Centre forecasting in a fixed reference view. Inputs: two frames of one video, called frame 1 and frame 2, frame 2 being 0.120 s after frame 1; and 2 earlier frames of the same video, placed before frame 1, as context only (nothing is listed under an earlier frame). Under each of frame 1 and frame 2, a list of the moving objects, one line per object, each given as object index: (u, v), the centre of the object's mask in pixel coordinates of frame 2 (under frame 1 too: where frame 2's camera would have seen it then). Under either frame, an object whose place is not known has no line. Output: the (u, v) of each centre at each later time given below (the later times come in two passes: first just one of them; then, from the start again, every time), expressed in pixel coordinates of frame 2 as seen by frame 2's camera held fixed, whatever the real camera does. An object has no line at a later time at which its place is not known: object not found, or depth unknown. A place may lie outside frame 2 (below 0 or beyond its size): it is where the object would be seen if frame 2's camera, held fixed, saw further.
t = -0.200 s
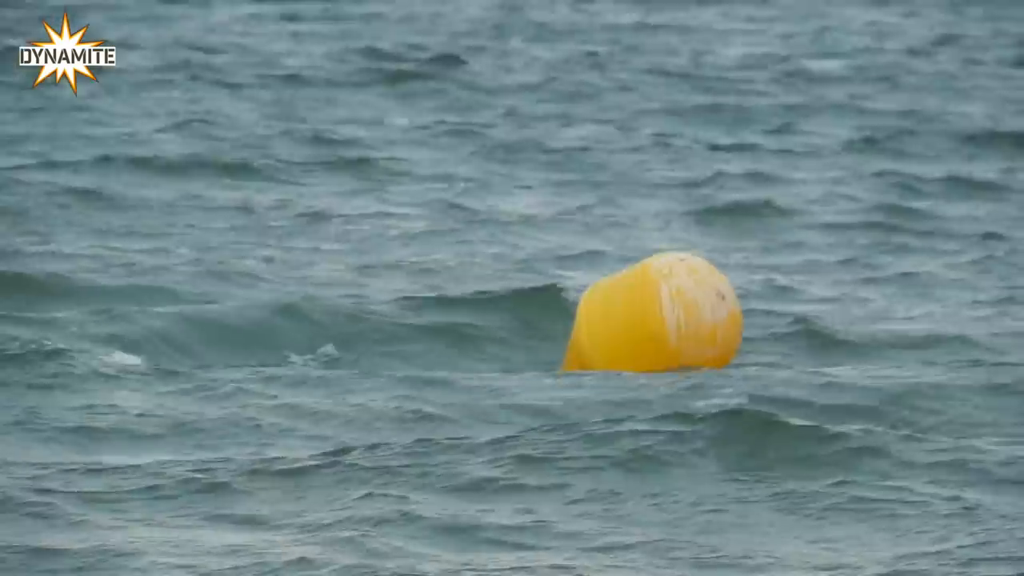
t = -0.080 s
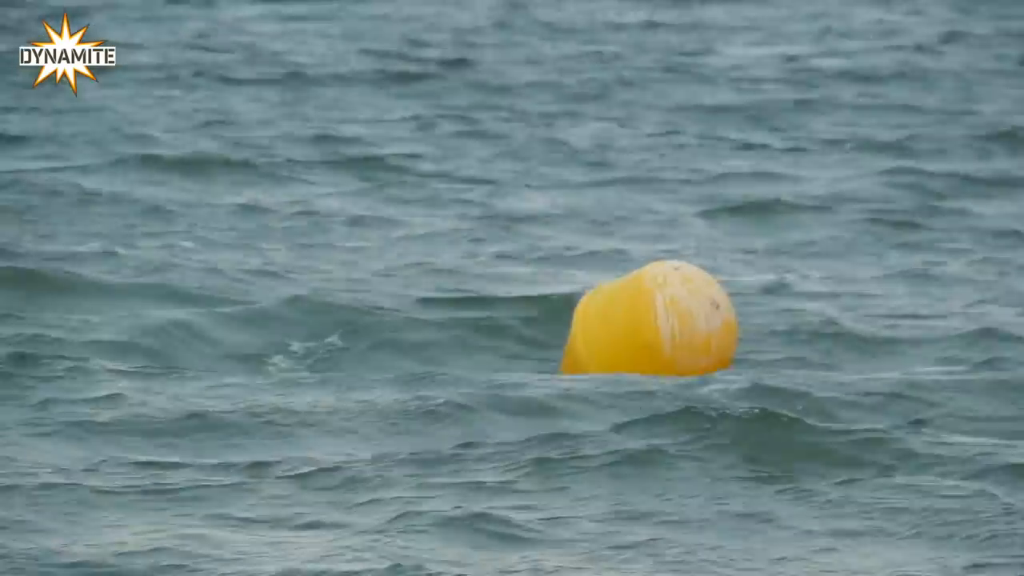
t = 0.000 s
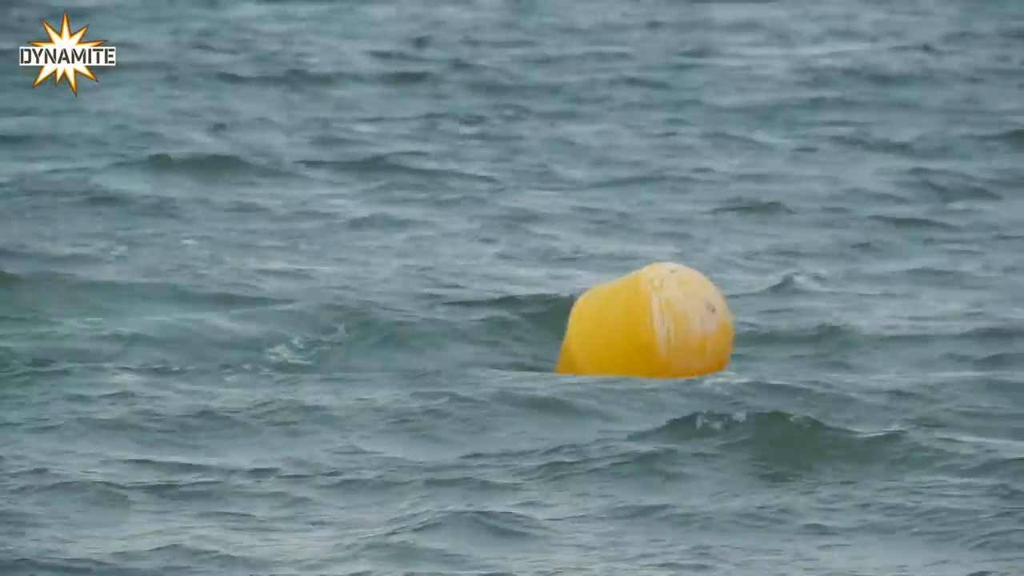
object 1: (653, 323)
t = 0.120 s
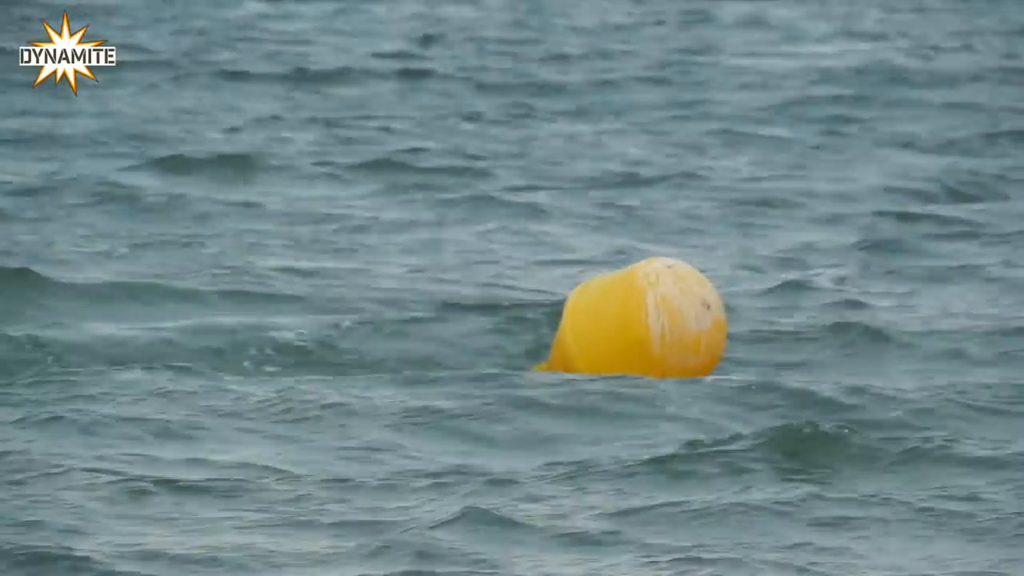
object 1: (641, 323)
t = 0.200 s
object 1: (635, 321)
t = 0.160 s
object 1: (638, 322)
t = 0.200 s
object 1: (635, 321)
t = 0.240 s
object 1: (632, 320)
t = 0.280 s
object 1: (632, 317)
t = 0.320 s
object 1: (633, 311)
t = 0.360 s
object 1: (634, 306)
